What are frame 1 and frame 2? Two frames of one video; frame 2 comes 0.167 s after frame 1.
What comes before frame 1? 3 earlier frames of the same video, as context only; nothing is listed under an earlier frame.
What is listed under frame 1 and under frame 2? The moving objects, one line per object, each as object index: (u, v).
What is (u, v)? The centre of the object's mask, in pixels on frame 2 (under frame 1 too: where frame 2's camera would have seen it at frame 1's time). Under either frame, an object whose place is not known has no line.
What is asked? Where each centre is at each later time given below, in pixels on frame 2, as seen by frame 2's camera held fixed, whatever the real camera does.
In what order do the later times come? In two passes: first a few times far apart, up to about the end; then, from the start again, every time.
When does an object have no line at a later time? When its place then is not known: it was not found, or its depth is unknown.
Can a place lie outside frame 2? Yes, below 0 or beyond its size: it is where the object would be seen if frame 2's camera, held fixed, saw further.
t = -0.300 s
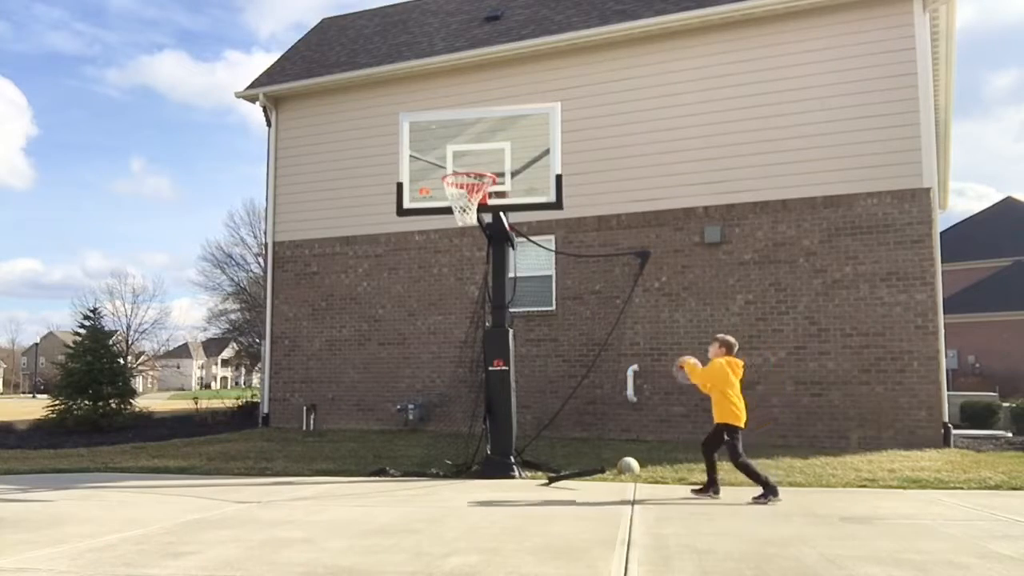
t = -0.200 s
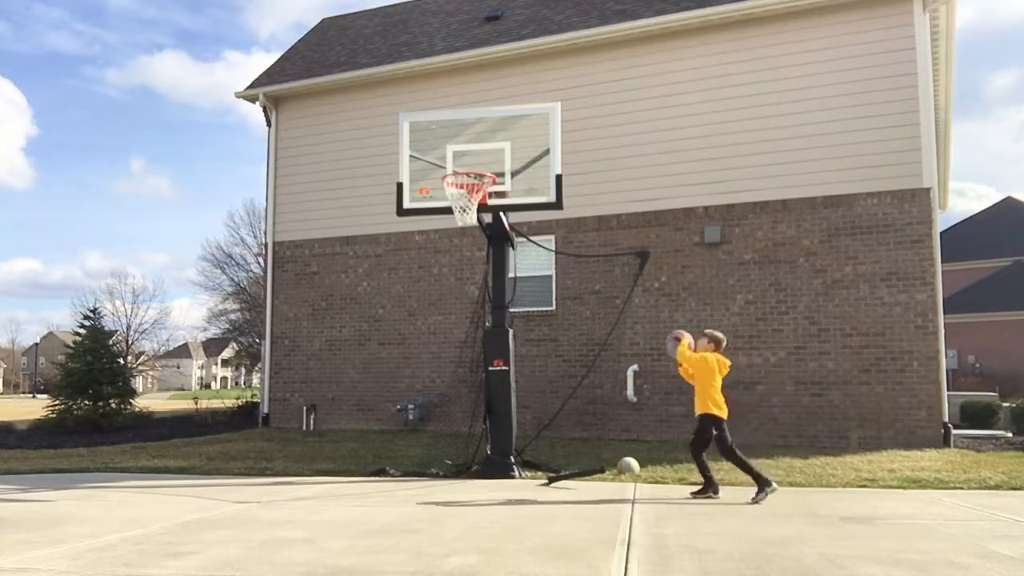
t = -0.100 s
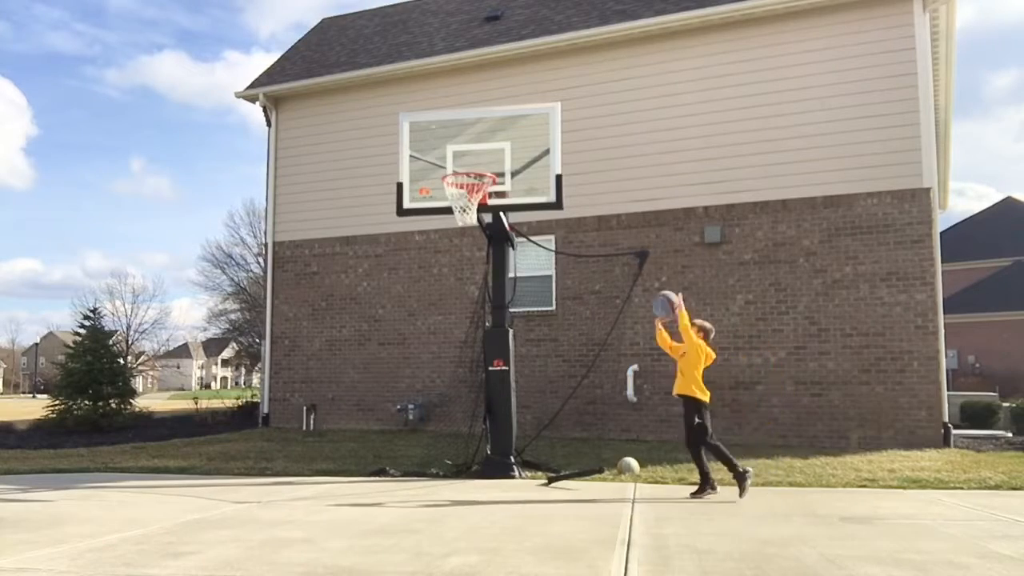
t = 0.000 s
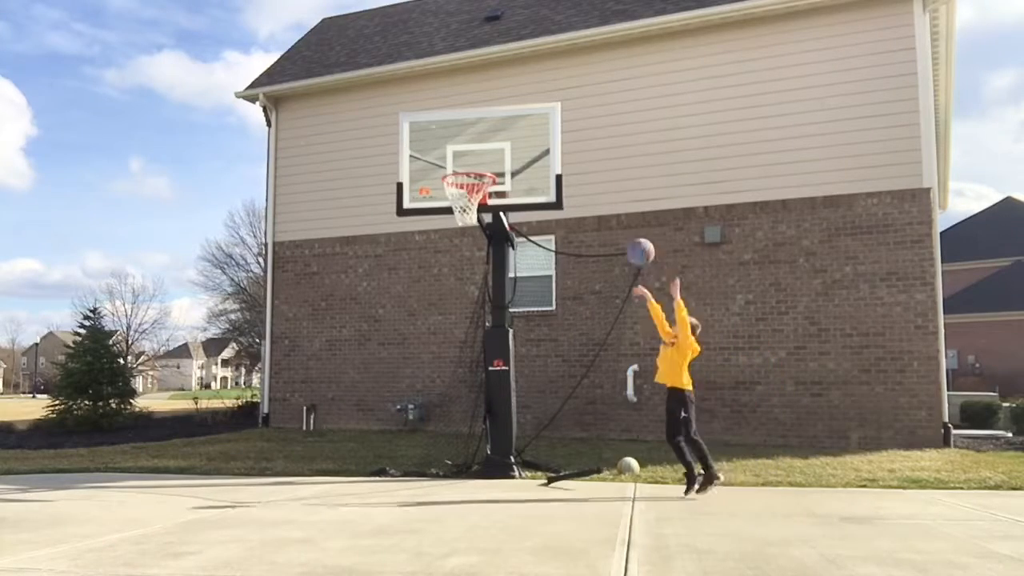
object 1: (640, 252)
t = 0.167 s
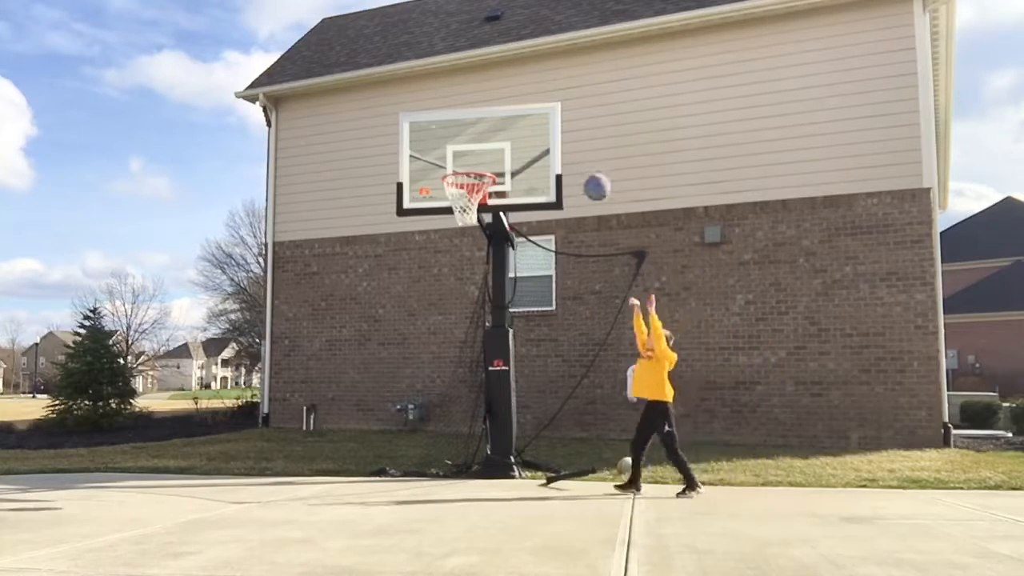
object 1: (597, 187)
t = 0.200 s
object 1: (588, 177)
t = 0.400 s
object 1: (538, 148)
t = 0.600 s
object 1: (487, 162)
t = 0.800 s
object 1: (452, 201)
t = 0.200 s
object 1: (588, 177)
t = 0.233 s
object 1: (580, 169)
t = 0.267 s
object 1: (572, 163)
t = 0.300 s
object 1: (563, 157)
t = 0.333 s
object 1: (555, 153)
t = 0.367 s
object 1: (544, 151)
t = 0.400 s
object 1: (538, 148)
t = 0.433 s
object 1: (530, 147)
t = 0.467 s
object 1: (522, 148)
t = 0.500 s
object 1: (514, 150)
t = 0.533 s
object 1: (506, 153)
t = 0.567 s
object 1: (494, 157)
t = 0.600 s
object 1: (487, 162)
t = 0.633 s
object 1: (480, 164)
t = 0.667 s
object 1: (470, 169)
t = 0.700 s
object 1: (464, 184)
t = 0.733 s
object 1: (454, 191)
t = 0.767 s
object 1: (450, 199)
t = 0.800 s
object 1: (452, 201)
